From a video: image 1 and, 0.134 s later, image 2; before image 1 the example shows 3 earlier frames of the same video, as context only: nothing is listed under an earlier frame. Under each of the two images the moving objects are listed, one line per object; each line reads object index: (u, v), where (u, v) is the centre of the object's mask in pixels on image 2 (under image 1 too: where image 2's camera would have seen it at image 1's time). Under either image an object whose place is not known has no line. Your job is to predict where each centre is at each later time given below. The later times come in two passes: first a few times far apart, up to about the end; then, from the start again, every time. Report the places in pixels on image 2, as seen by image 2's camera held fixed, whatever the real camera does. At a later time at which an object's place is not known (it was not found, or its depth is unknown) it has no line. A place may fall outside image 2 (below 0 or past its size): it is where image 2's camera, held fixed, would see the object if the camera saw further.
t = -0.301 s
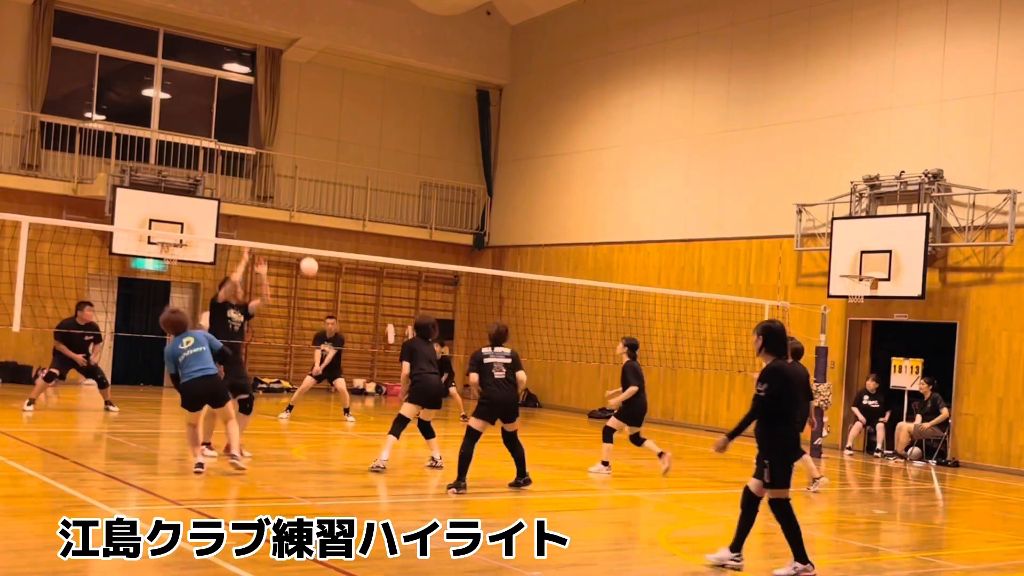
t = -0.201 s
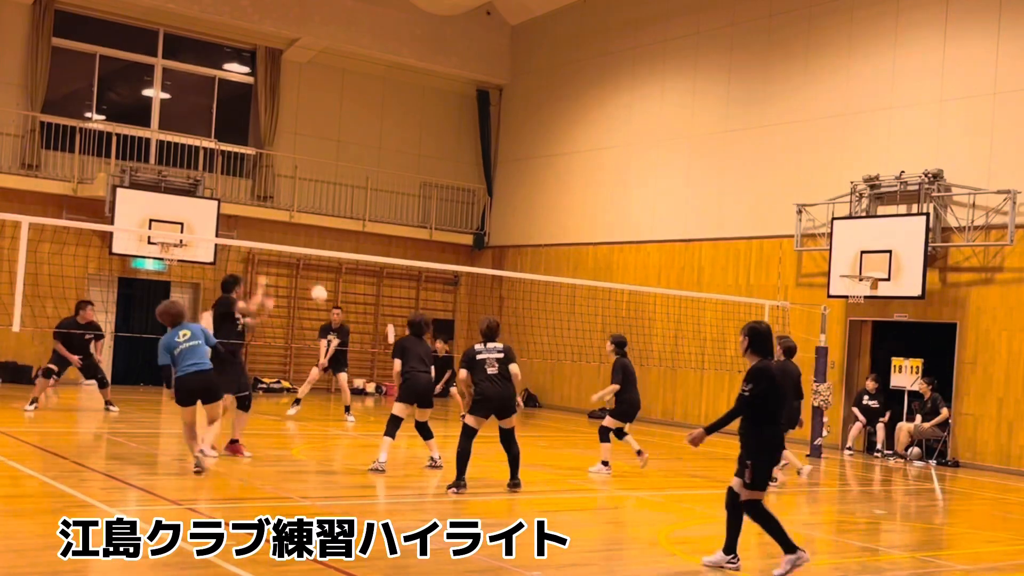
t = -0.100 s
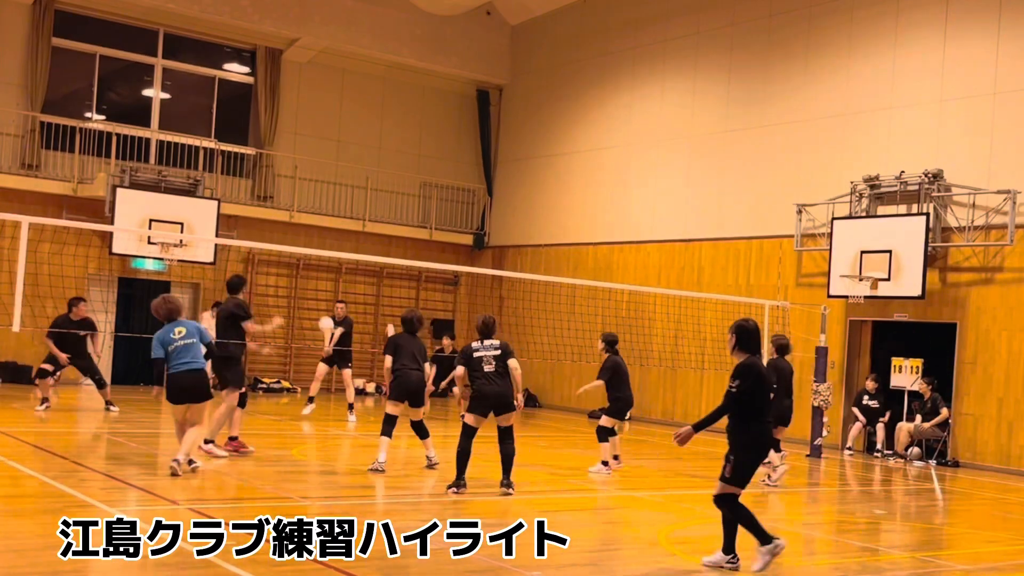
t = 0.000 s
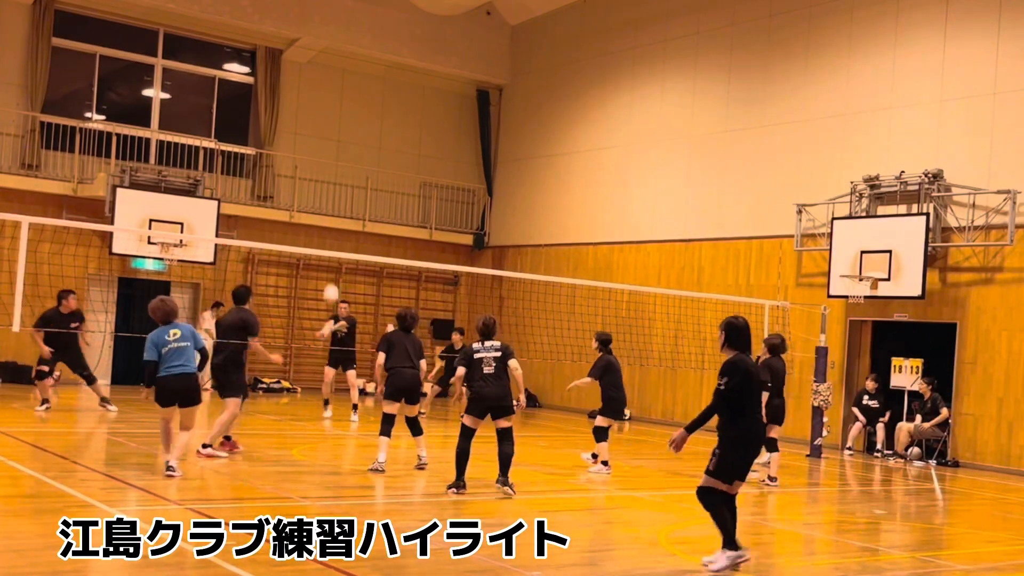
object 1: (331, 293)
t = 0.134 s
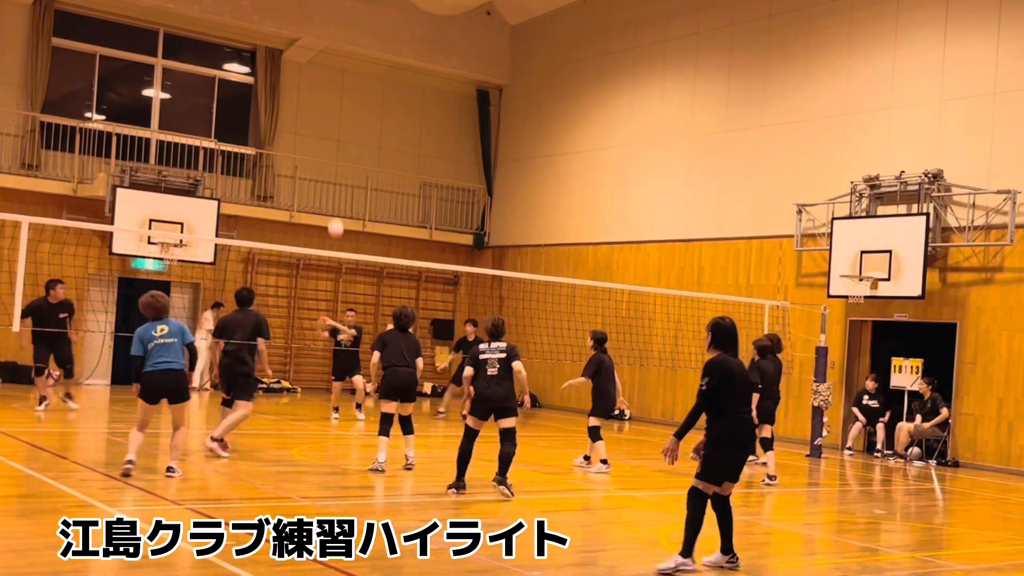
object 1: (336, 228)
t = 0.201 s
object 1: (337, 199)
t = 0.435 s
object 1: (341, 120)
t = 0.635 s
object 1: (343, 81)
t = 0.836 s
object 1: (343, 72)
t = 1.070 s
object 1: (339, 104)
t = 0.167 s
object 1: (337, 212)
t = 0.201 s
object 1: (337, 199)
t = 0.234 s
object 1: (338, 185)
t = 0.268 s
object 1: (339, 172)
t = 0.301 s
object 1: (339, 160)
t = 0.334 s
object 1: (340, 149)
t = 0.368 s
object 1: (340, 139)
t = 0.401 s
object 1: (341, 128)
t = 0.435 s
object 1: (341, 120)
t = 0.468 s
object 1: (342, 112)
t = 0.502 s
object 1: (342, 104)
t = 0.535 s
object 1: (342, 97)
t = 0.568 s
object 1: (343, 91)
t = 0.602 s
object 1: (343, 85)
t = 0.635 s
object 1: (343, 81)
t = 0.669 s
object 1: (343, 77)
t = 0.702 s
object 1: (343, 75)
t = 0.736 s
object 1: (343, 73)
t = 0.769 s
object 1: (343, 72)
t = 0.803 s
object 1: (343, 72)
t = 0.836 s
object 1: (343, 72)
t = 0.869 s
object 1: (342, 74)
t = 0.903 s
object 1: (342, 76)
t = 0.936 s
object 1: (342, 80)
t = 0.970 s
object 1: (341, 84)
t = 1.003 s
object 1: (341, 90)
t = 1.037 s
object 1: (340, 96)
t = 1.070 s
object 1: (339, 104)
